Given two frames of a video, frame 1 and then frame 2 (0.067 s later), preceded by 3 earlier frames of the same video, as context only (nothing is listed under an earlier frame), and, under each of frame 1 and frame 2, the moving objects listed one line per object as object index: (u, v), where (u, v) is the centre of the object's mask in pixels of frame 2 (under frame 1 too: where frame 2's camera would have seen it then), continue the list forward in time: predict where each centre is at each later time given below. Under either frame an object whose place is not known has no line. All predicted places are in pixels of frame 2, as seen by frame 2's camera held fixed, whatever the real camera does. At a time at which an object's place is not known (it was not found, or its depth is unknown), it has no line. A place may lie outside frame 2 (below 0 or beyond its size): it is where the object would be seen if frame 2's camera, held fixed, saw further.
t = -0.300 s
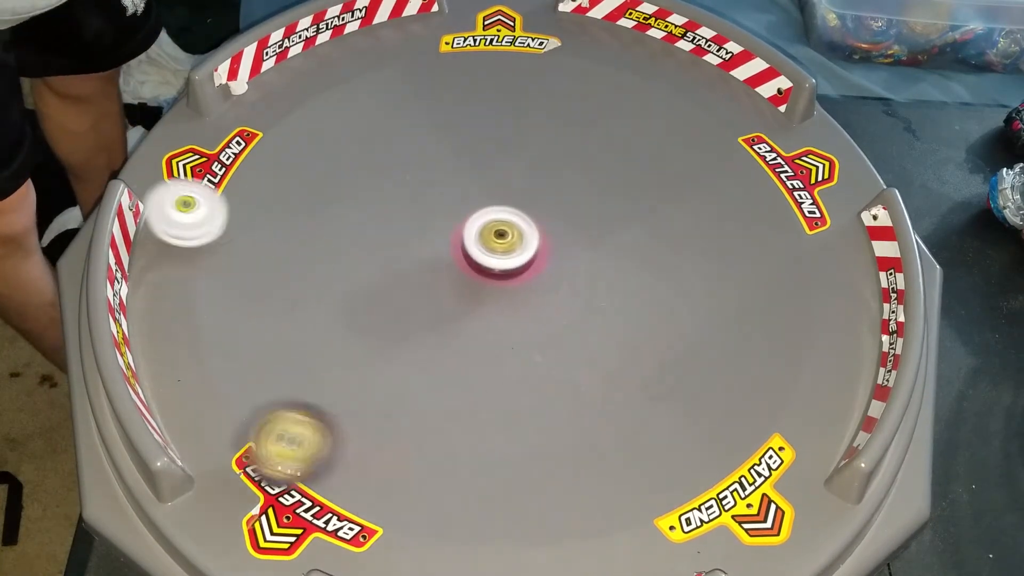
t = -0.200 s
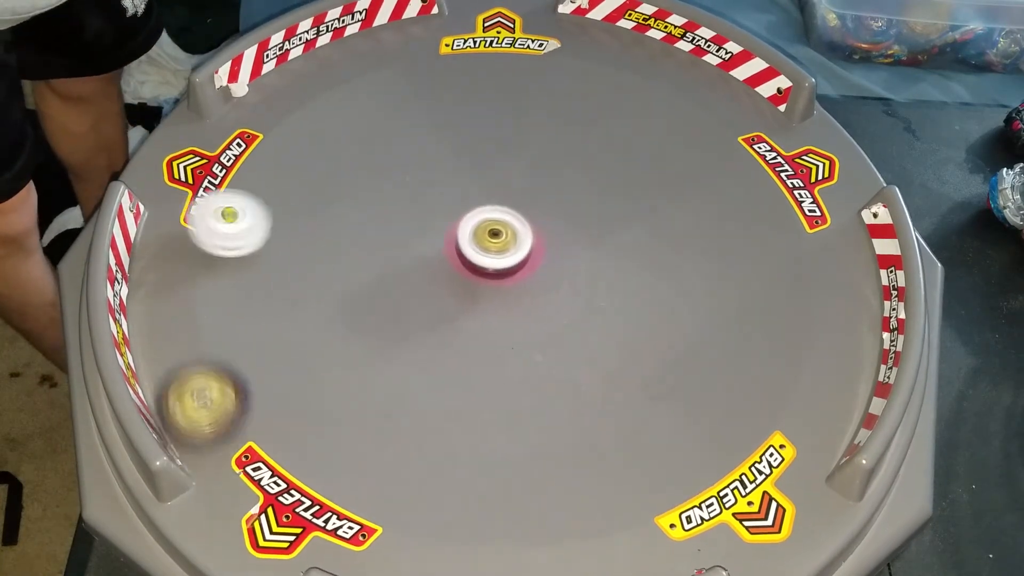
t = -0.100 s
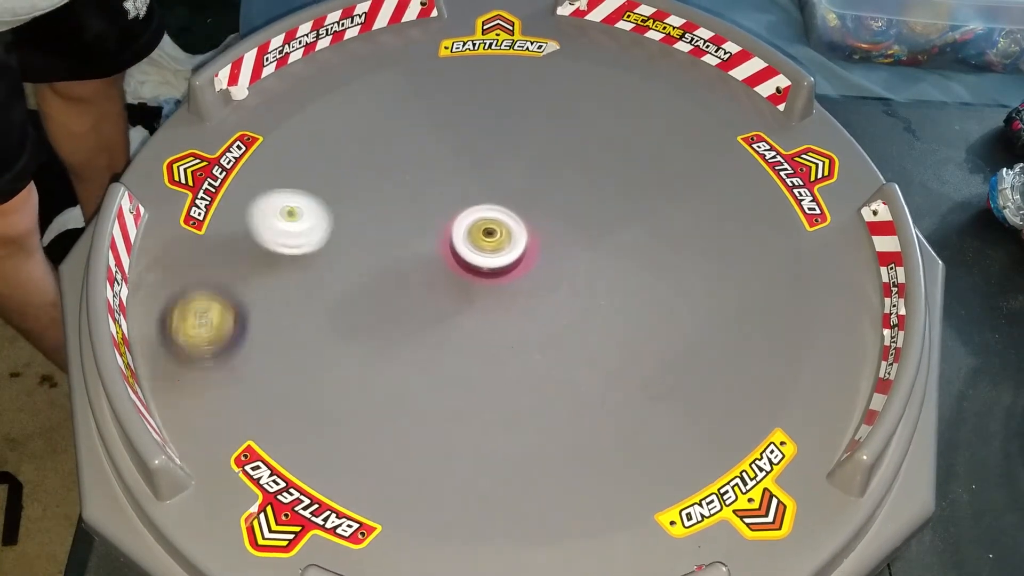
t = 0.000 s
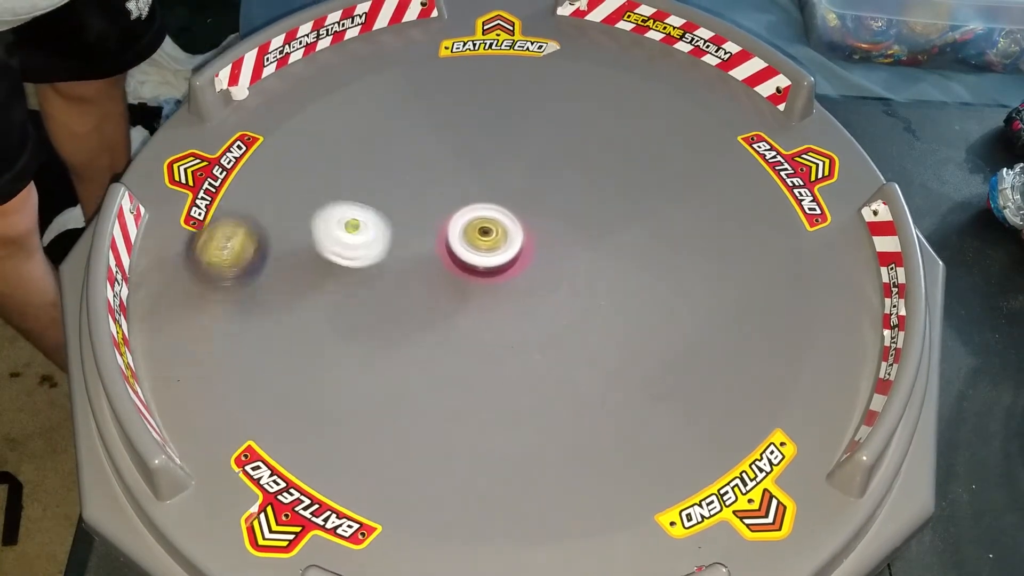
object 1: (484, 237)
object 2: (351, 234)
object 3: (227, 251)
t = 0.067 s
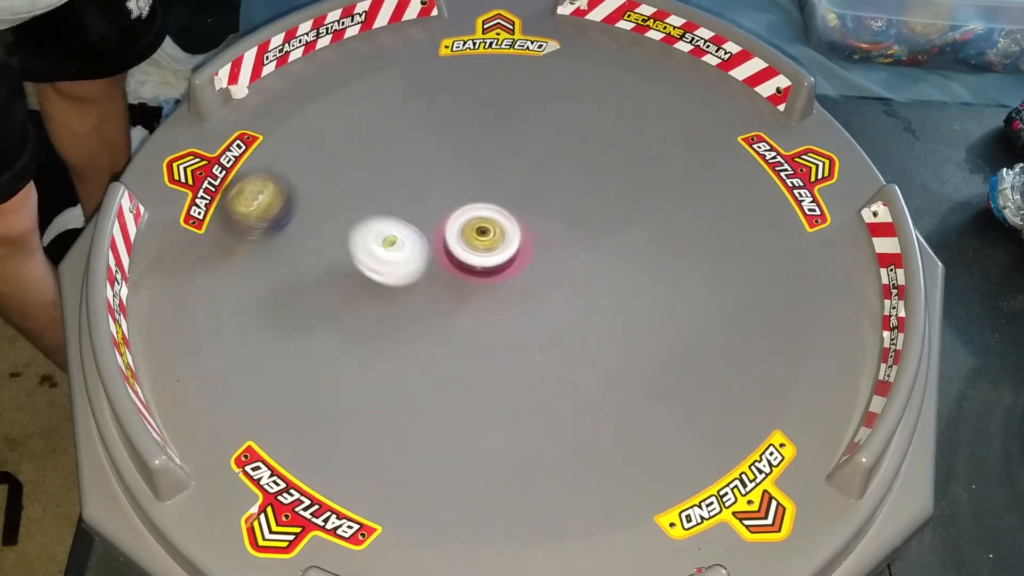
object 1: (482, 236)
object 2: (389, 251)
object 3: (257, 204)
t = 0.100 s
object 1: (481, 238)
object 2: (407, 263)
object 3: (273, 185)
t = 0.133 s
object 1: (485, 238)
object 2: (416, 276)
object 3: (291, 167)
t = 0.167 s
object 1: (492, 238)
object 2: (418, 291)
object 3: (310, 151)
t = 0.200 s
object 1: (496, 239)
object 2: (419, 304)
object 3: (330, 136)
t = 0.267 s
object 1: (500, 239)
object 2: (417, 331)
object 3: (369, 114)
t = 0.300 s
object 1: (500, 239)
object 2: (413, 345)
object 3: (389, 104)
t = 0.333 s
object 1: (500, 238)
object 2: (406, 358)
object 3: (409, 97)
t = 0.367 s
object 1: (499, 238)
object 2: (396, 368)
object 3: (428, 91)
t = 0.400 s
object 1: (498, 237)
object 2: (384, 376)
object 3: (448, 88)
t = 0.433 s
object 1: (497, 236)
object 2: (373, 381)
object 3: (468, 87)
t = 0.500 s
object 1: (496, 235)
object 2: (351, 382)
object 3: (506, 91)
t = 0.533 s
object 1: (494, 235)
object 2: (342, 379)
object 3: (524, 96)
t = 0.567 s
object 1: (494, 235)
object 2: (333, 373)
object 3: (540, 103)
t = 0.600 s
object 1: (493, 234)
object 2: (327, 365)
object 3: (555, 111)
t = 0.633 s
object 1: (492, 234)
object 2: (324, 355)
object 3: (569, 120)
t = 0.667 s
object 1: (492, 234)
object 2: (323, 345)
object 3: (581, 131)
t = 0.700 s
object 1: (491, 234)
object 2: (325, 333)
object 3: (592, 142)
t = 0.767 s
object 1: (490, 234)
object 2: (339, 309)
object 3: (607, 167)
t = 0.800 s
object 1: (490, 234)
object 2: (351, 298)
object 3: (611, 180)
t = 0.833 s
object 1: (489, 234)
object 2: (366, 287)
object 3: (615, 194)
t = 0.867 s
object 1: (489, 234)
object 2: (383, 278)
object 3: (616, 208)
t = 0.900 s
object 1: (489, 234)
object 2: (400, 271)
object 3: (615, 222)
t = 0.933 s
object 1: (489, 235)
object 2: (417, 265)
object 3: (614, 235)
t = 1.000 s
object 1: (514, 224)
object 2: (422, 267)
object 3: (607, 261)
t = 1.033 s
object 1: (524, 220)
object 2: (426, 268)
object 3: (602, 274)
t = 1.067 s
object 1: (532, 217)
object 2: (433, 269)
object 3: (595, 285)
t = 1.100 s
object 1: (536, 215)
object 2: (440, 269)
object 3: (588, 295)
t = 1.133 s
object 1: (539, 213)
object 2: (447, 268)
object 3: (580, 305)
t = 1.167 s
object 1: (540, 211)
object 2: (456, 267)
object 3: (572, 314)
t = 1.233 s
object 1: (543, 206)
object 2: (475, 262)
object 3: (554, 329)
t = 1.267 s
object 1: (545, 205)
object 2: (487, 262)
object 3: (546, 335)
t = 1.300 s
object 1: (546, 204)
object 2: (498, 263)
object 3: (537, 340)
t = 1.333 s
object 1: (548, 204)
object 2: (509, 268)
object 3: (528, 345)
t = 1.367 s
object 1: (549, 203)
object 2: (520, 275)
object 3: (520, 349)
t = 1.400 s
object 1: (551, 202)
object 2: (527, 282)
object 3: (512, 352)
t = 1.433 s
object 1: (551, 202)
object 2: (530, 290)
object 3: (504, 354)
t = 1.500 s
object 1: (554, 202)
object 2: (531, 291)
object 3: (488, 369)
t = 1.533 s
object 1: (556, 202)
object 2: (529, 287)
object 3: (480, 374)
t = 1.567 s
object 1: (557, 202)
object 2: (526, 282)
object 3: (472, 379)
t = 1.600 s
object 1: (558, 202)
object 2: (524, 276)
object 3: (465, 381)
